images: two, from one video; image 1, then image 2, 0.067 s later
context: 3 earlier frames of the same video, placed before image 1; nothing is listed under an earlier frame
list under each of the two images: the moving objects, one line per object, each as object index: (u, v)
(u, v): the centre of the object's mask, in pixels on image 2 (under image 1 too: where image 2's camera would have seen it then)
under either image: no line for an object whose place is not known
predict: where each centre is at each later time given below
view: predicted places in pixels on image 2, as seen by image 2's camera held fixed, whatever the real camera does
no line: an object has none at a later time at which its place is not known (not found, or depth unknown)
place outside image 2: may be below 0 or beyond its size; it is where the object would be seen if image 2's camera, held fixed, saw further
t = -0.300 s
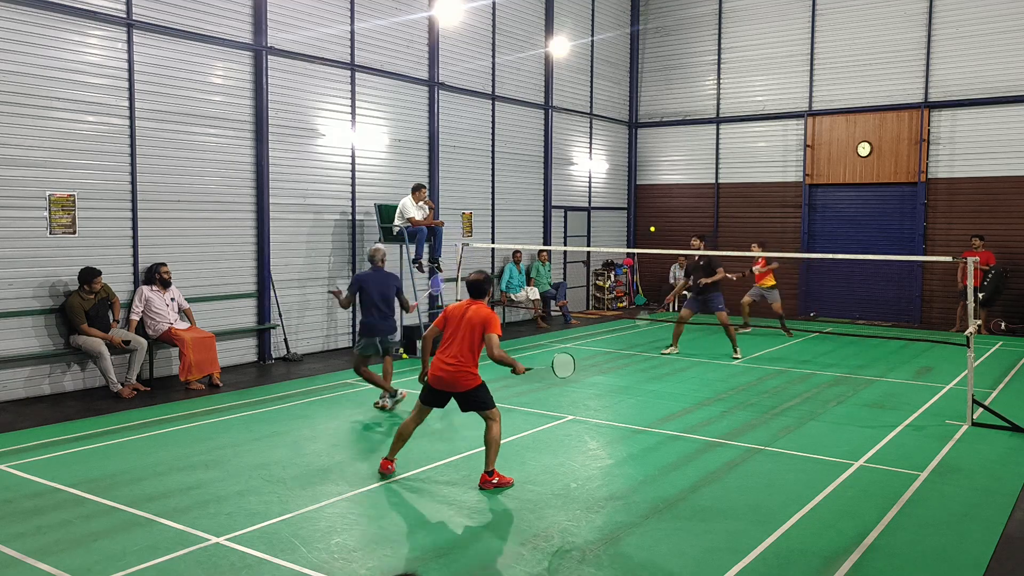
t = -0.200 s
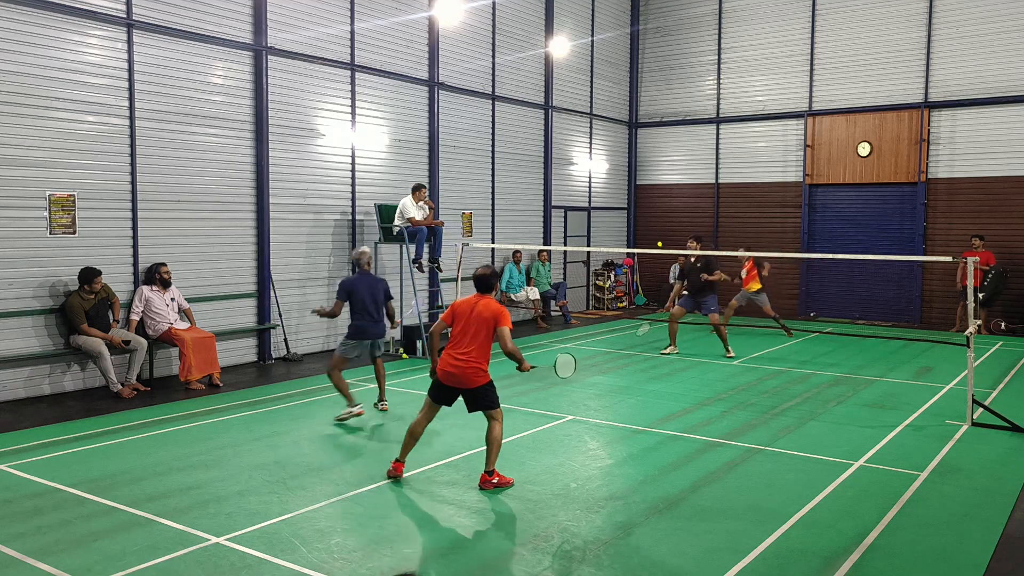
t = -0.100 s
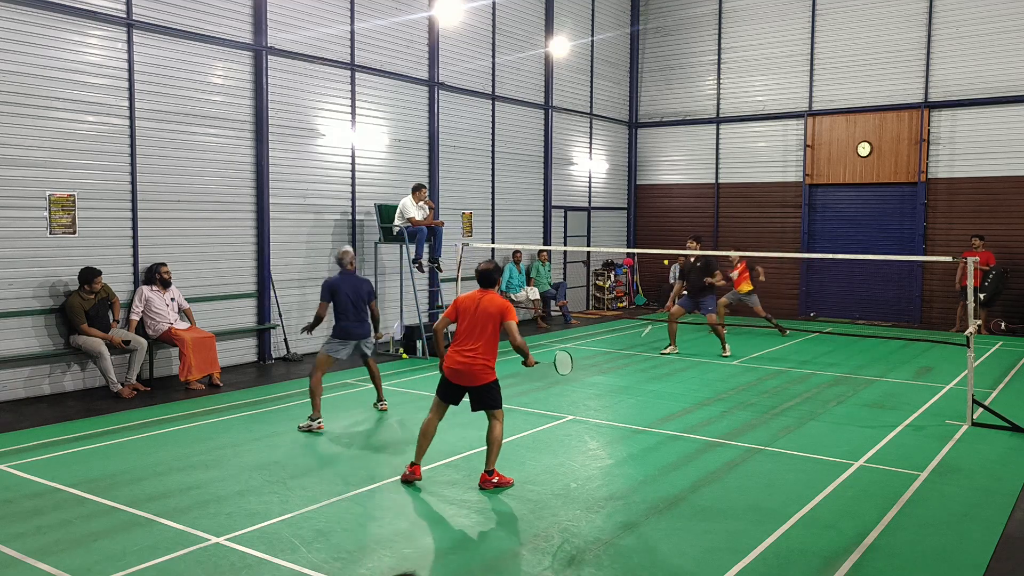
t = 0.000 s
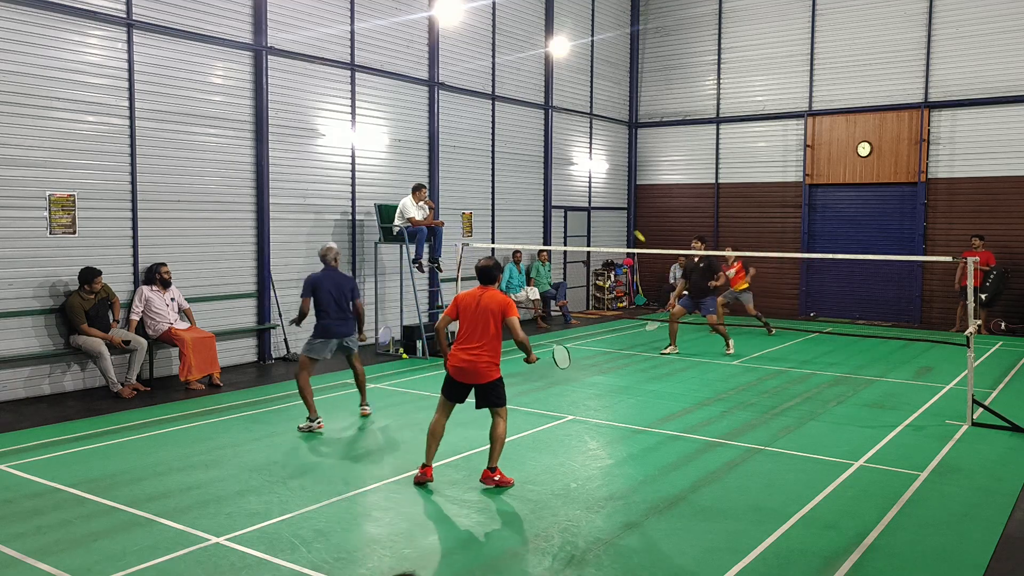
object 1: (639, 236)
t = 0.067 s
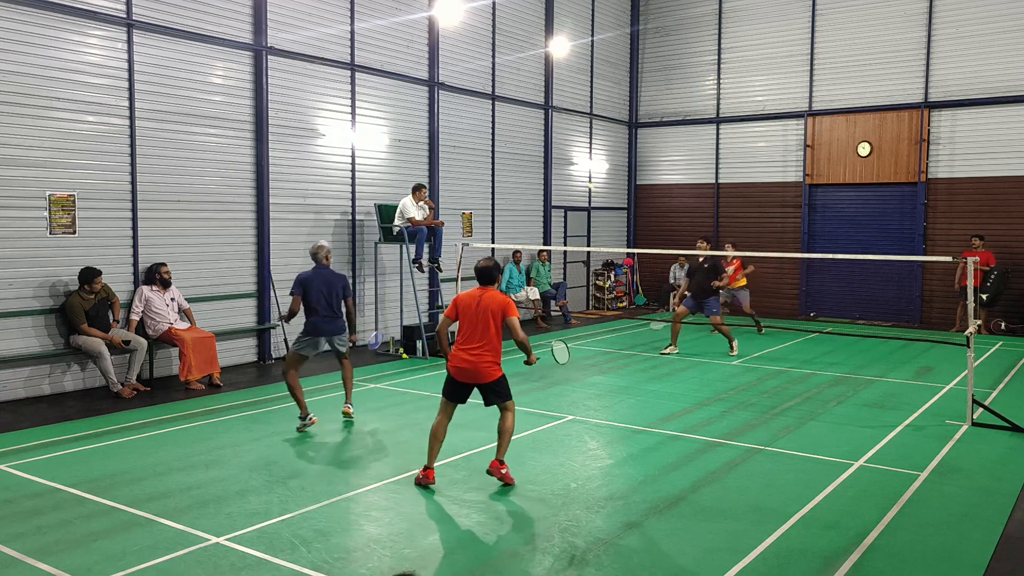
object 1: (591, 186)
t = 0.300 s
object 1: (463, 75)
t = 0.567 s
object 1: (343, 24)
